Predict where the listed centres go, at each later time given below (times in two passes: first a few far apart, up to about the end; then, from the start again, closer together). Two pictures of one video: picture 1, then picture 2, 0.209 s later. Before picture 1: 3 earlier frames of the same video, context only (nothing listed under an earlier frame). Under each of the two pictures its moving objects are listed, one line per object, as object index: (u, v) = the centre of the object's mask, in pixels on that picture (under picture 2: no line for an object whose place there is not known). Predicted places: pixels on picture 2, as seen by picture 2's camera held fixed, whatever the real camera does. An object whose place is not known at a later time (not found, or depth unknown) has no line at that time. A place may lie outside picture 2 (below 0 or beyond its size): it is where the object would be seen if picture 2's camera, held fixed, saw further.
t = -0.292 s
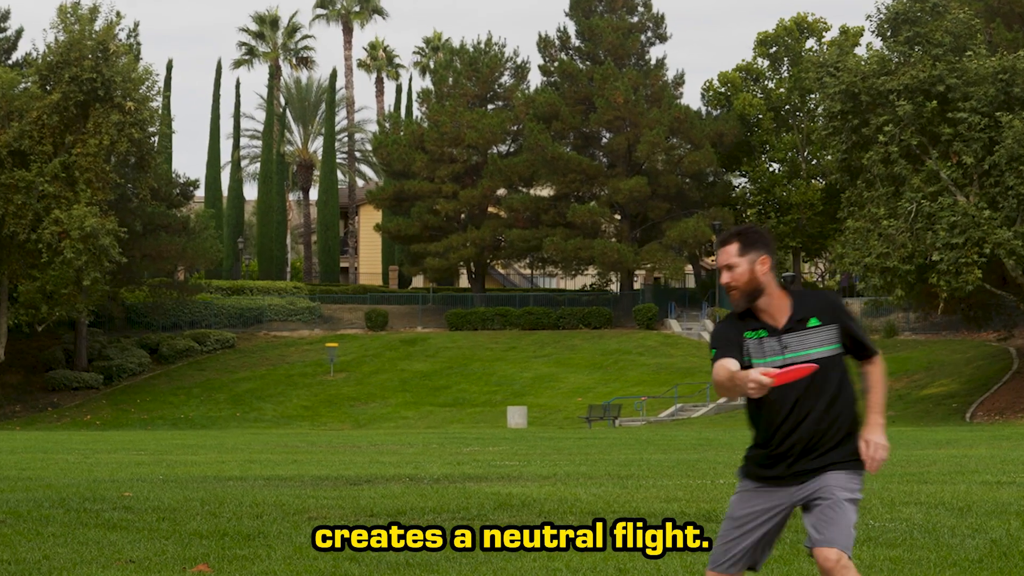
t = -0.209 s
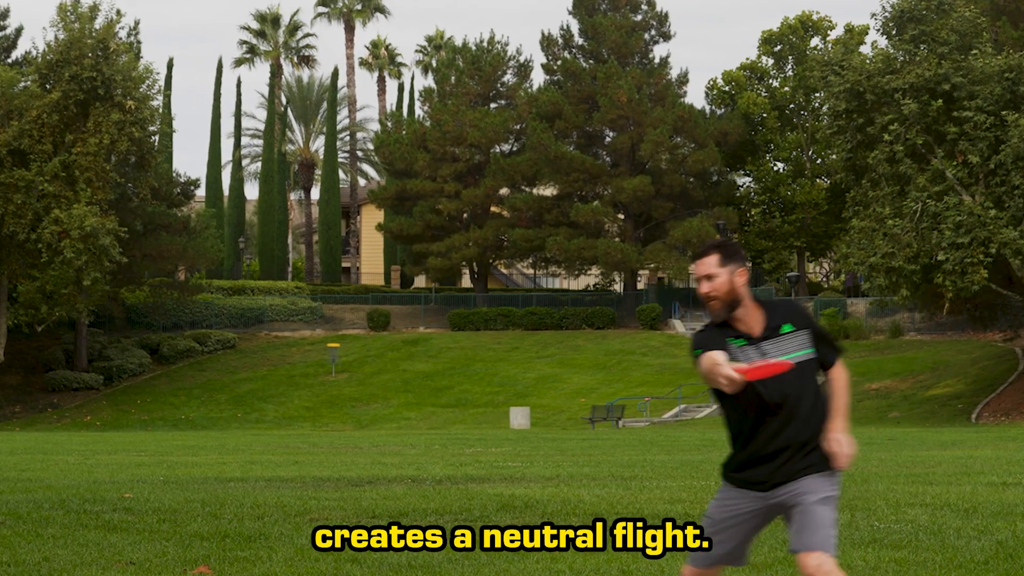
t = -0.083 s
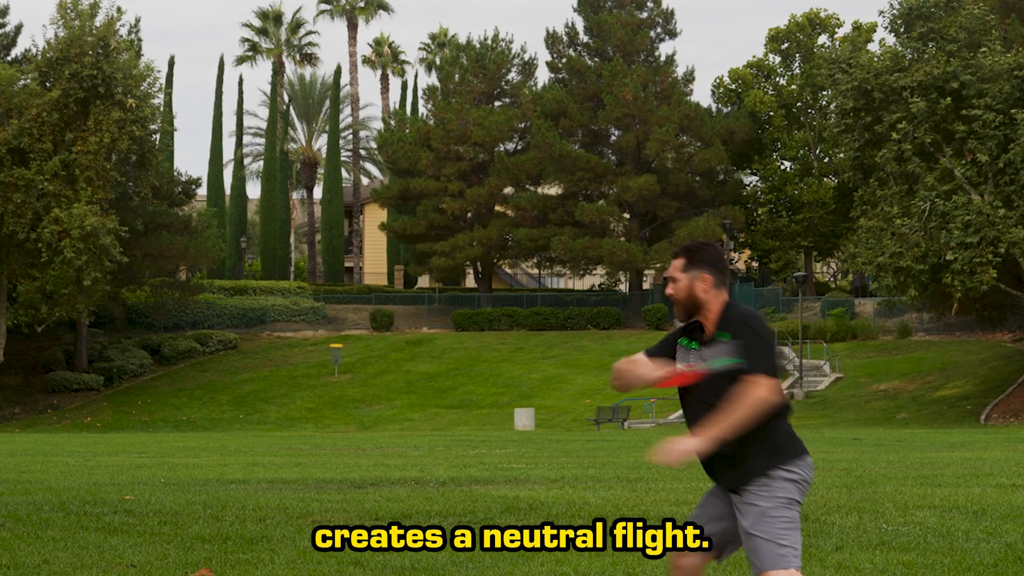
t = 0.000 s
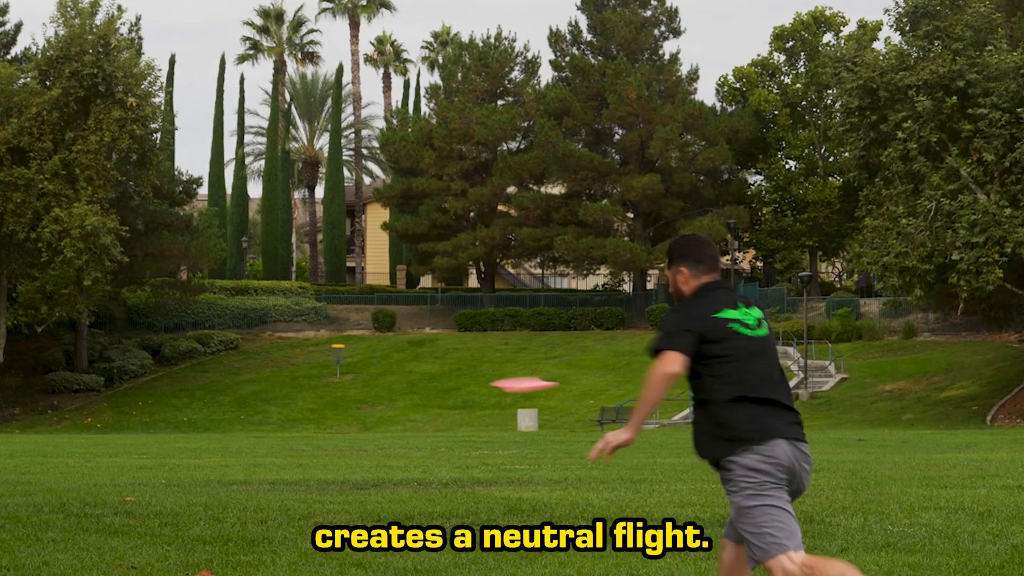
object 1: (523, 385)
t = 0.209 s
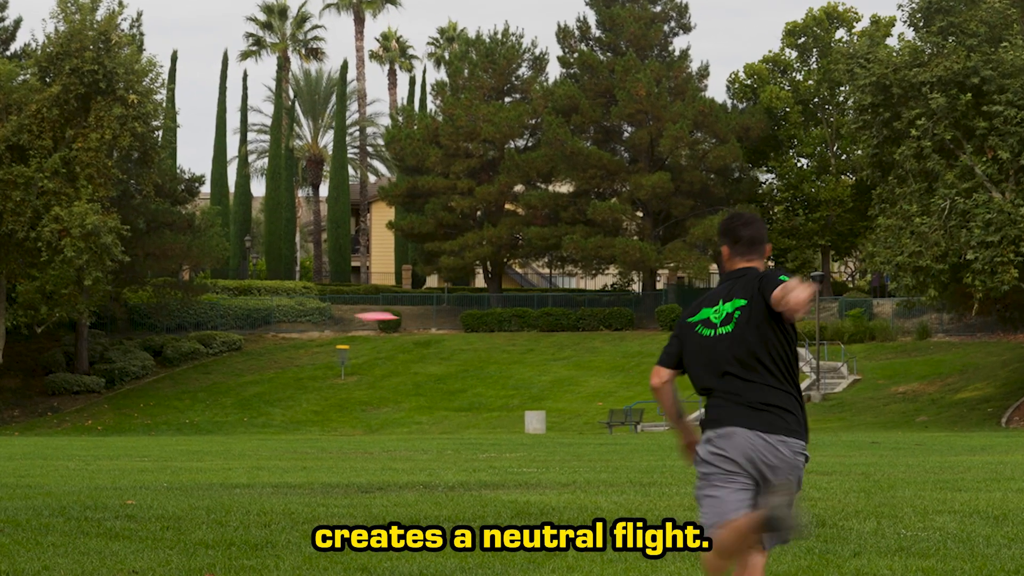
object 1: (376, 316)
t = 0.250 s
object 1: (355, 306)
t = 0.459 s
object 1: (277, 262)
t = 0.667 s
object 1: (226, 233)
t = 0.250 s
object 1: (355, 306)
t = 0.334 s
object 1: (320, 287)
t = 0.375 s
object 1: (305, 278)
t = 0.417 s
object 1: (291, 270)
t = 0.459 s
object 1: (277, 262)
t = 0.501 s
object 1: (265, 255)
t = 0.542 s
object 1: (255, 249)
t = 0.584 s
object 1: (245, 243)
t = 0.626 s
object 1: (235, 237)
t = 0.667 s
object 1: (226, 233)
